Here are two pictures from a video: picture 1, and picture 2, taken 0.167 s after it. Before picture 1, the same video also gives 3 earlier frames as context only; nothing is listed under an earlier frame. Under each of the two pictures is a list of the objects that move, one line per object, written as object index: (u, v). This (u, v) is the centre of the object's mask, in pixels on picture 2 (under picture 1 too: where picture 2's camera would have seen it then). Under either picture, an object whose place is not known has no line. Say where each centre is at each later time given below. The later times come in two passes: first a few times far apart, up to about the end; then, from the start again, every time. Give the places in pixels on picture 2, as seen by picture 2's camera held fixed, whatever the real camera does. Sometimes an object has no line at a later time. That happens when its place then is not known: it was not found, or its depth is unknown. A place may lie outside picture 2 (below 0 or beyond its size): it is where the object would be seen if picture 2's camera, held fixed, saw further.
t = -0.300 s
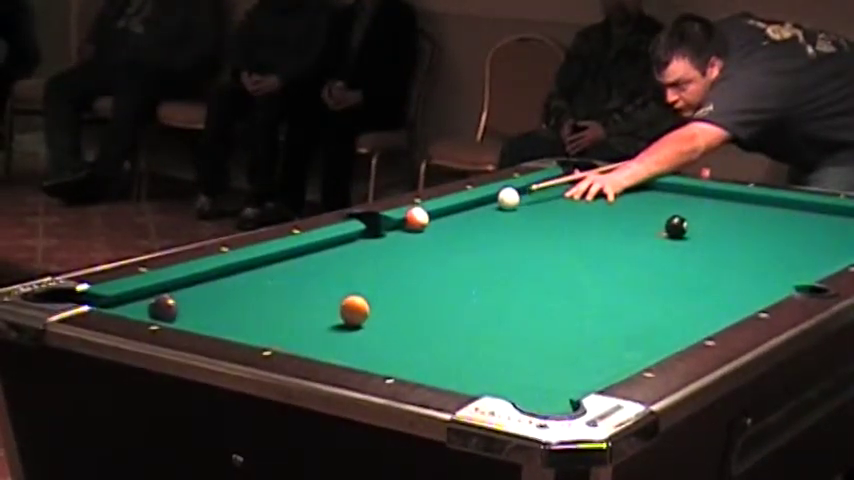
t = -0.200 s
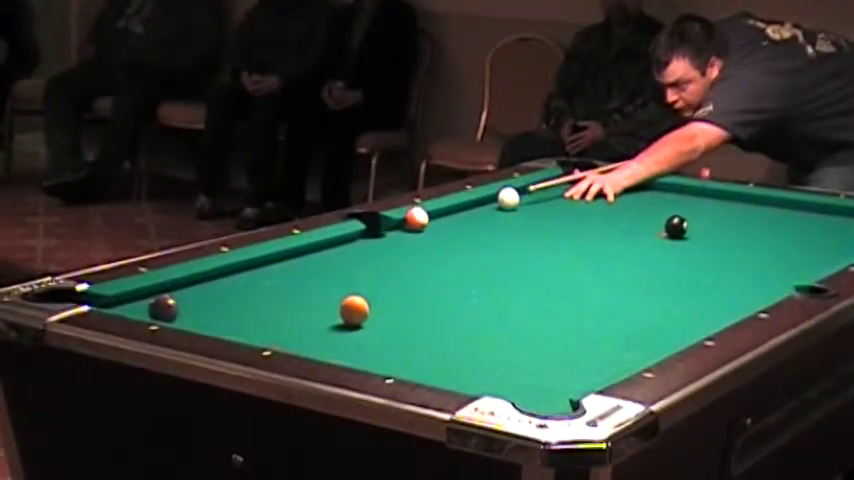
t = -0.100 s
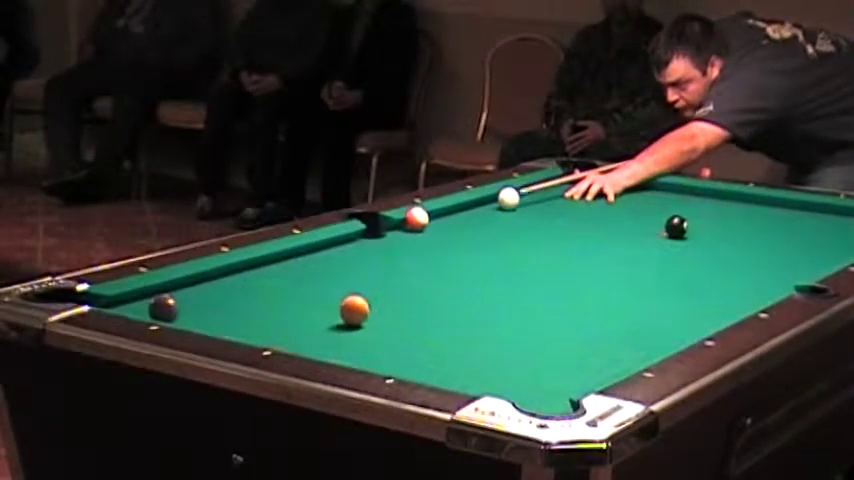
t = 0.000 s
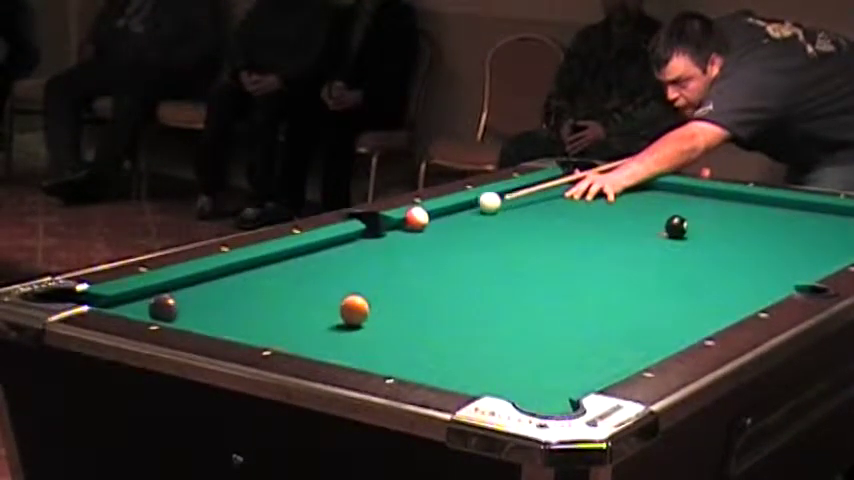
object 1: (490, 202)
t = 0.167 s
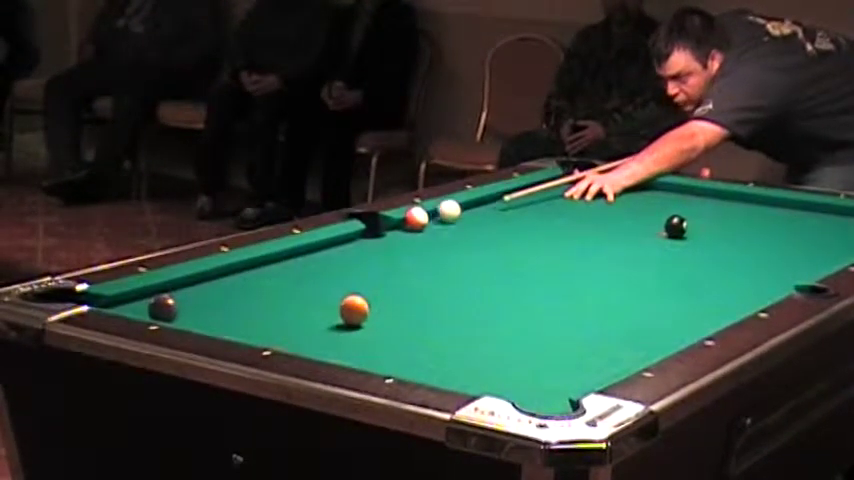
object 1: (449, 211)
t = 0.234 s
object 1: (434, 213)
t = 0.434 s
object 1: (427, 217)
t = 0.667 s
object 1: (420, 221)
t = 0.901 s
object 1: (414, 225)
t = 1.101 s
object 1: (409, 227)
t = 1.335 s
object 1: (405, 230)
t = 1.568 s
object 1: (400, 232)
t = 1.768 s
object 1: (398, 235)
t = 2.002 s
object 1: (395, 237)
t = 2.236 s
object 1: (394, 238)
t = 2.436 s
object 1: (392, 240)
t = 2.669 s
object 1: (392, 240)
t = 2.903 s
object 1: (391, 241)
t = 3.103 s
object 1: (391, 241)
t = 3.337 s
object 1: (391, 241)
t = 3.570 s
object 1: (391, 241)
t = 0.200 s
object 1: (441, 212)
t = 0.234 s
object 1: (434, 213)
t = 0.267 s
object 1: (431, 214)
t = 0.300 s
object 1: (430, 215)
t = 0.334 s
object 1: (429, 216)
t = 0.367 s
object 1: (428, 216)
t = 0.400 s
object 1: (428, 217)
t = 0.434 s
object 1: (427, 217)
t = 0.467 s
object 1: (425, 218)
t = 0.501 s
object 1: (424, 219)
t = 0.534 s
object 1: (424, 219)
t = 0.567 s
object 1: (423, 220)
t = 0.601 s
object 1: (422, 220)
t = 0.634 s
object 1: (421, 221)
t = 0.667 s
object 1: (420, 221)
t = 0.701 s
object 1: (419, 222)
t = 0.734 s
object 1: (418, 222)
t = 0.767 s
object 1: (417, 223)
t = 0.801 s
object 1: (417, 223)
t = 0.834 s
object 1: (416, 224)
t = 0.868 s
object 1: (415, 224)
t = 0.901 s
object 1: (414, 225)
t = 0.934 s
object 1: (413, 225)
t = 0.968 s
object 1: (413, 225)
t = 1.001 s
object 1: (412, 226)
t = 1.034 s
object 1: (411, 226)
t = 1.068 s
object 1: (410, 227)
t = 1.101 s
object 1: (409, 227)
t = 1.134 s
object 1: (409, 227)
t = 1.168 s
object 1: (408, 228)
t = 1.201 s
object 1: (407, 228)
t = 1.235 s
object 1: (407, 229)
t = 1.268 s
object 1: (406, 229)
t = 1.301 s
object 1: (405, 230)
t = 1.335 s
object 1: (405, 230)
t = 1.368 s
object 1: (404, 230)
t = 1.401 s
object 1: (403, 231)
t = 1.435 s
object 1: (403, 231)
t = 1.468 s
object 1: (402, 231)
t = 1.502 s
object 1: (401, 232)
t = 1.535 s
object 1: (401, 232)
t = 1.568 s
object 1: (400, 232)
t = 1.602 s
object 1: (400, 233)
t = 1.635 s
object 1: (400, 233)
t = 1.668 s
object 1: (399, 233)
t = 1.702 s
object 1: (399, 234)
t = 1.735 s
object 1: (398, 234)
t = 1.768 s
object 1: (398, 235)
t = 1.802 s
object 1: (398, 235)
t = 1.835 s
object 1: (397, 235)
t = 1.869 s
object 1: (397, 235)
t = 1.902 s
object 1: (396, 236)
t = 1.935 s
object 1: (396, 236)
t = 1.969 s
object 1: (396, 236)
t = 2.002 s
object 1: (395, 237)
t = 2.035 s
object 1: (395, 237)
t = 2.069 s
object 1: (395, 237)
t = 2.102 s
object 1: (395, 237)
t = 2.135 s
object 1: (394, 237)
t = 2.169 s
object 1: (394, 238)
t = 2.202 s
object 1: (394, 237)
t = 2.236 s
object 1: (394, 238)
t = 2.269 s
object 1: (393, 238)
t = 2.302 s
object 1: (393, 239)
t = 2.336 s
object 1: (393, 239)
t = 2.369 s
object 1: (393, 239)
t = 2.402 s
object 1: (392, 239)
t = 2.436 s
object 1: (392, 240)
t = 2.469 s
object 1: (392, 239)
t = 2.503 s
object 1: (392, 240)
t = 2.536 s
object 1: (392, 240)
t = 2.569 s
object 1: (392, 240)
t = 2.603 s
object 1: (392, 240)
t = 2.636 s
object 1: (392, 240)
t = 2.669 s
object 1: (392, 240)
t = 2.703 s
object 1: (392, 240)
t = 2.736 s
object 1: (392, 240)
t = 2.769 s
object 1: (392, 241)
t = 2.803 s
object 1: (392, 241)
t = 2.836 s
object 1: (391, 241)
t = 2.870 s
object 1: (391, 241)
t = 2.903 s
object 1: (391, 241)
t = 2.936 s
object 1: (391, 241)
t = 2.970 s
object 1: (391, 241)
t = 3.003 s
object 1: (391, 241)
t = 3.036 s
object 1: (391, 241)
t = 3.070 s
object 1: (391, 241)
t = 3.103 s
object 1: (391, 241)
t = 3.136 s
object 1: (391, 241)
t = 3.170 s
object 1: (391, 241)
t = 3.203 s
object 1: (391, 241)
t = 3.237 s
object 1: (391, 241)
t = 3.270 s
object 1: (391, 241)
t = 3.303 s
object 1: (391, 241)
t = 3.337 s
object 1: (391, 241)
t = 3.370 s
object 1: (391, 241)
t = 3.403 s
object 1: (391, 241)
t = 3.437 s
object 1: (391, 241)
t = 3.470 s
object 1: (391, 241)
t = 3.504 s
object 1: (391, 241)
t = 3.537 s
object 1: (391, 241)
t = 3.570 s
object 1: (391, 241)
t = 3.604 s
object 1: (392, 241)
